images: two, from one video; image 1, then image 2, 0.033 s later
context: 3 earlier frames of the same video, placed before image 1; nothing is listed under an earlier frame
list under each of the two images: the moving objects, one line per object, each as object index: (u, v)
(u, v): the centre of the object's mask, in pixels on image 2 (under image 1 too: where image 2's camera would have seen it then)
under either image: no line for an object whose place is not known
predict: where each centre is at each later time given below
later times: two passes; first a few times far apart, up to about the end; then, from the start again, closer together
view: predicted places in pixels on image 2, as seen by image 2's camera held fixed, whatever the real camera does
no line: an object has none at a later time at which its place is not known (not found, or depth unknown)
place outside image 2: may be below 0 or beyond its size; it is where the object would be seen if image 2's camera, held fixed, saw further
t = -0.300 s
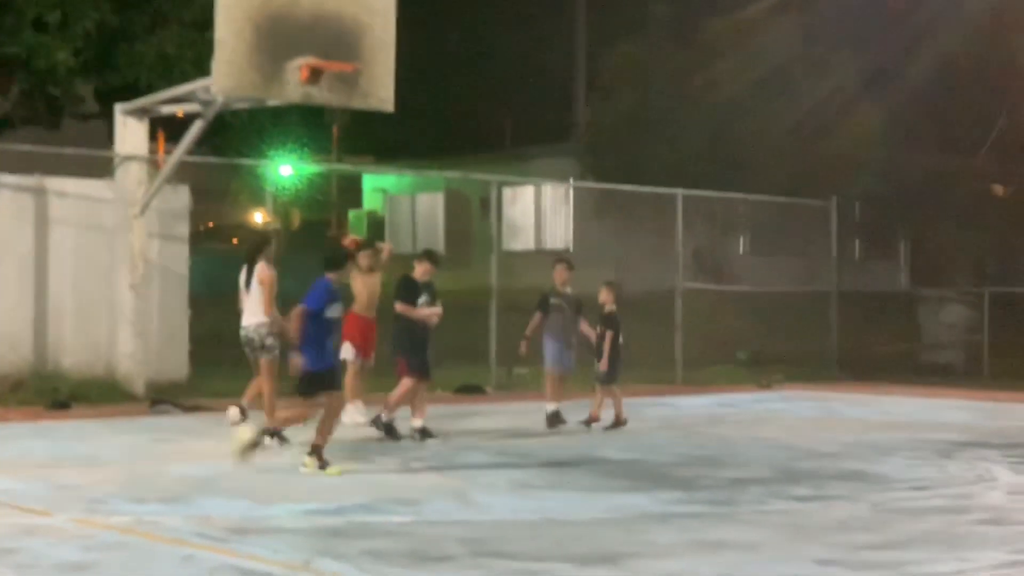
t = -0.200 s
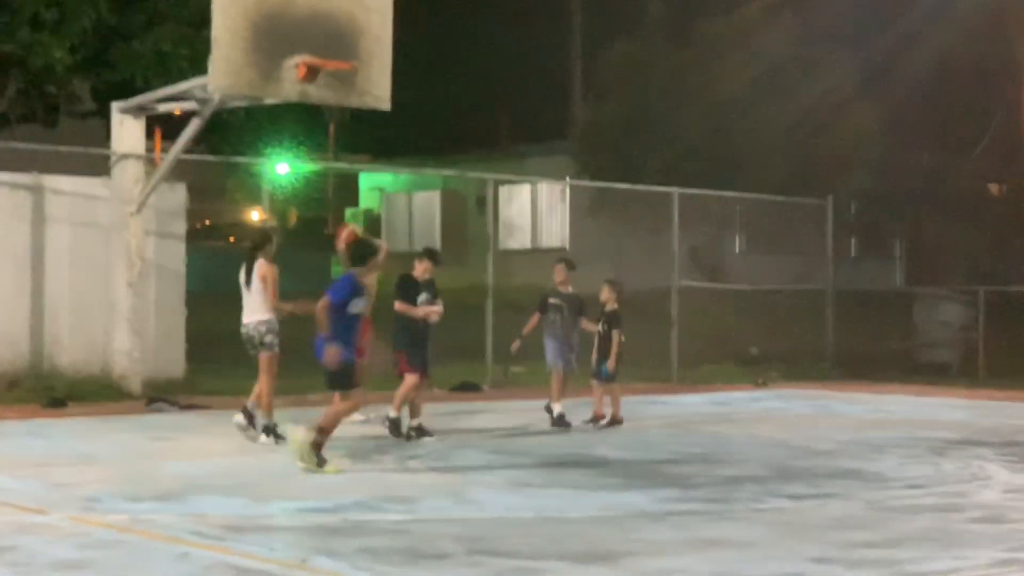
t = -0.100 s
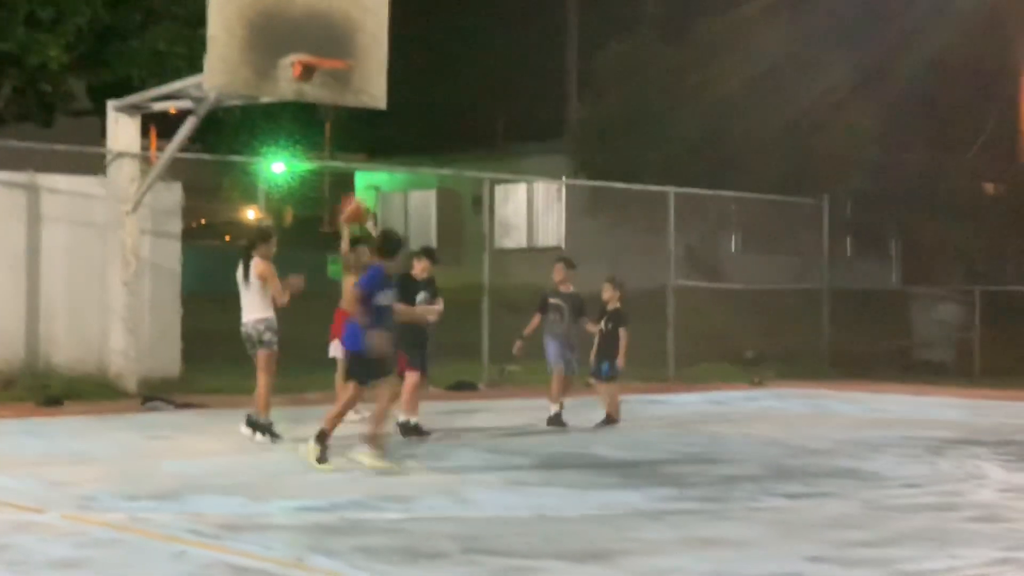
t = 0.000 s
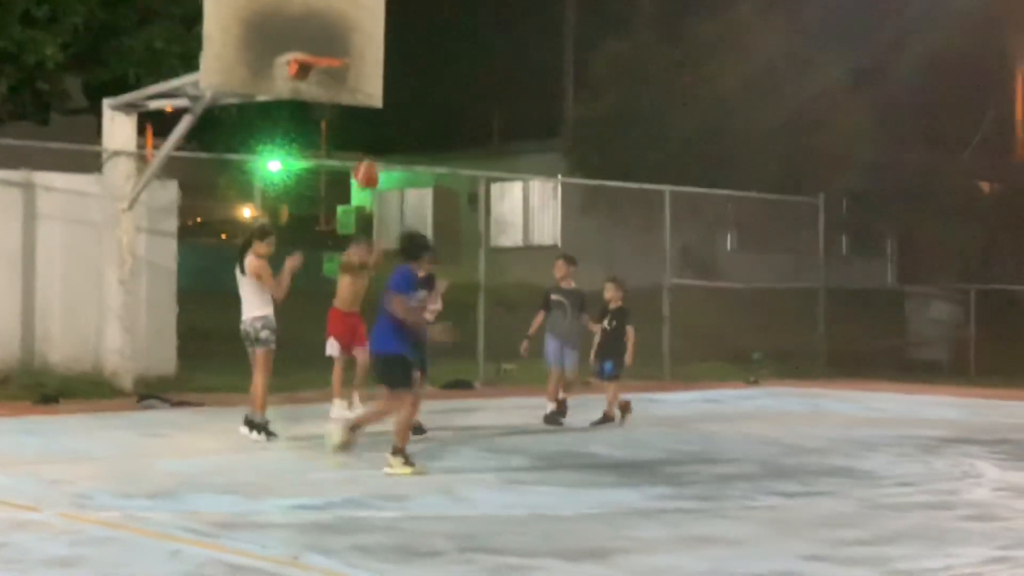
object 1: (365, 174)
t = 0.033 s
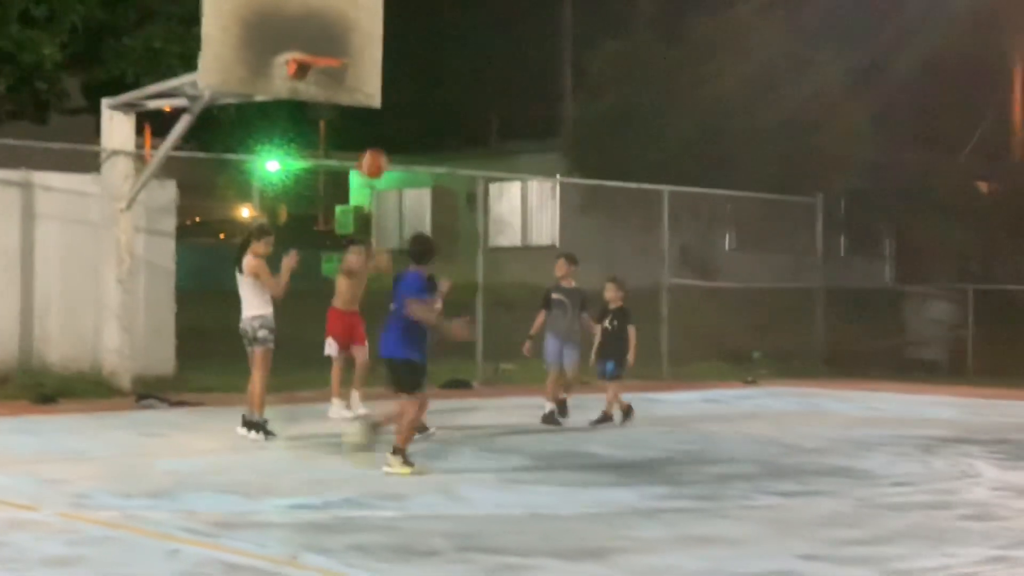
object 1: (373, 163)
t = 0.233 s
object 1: (413, 140)
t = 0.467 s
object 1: (466, 174)
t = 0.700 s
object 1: (526, 301)
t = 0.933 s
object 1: (585, 395)
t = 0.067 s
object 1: (379, 156)
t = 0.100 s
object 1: (385, 150)
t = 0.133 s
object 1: (391, 146)
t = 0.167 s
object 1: (399, 143)
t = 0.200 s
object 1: (406, 141)
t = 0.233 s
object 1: (413, 140)
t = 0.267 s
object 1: (420, 141)
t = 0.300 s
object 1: (428, 142)
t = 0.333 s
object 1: (435, 145)
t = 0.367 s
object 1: (442, 149)
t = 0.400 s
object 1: (450, 155)
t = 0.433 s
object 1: (458, 164)
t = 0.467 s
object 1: (466, 174)
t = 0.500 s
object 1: (474, 187)
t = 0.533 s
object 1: (481, 200)
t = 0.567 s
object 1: (490, 217)
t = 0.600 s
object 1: (499, 233)
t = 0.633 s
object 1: (508, 255)
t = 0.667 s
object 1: (517, 276)
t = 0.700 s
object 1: (526, 301)
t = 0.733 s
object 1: (538, 327)
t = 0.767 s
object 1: (547, 355)
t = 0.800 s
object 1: (558, 388)
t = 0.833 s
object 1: (568, 426)
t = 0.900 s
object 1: (581, 427)
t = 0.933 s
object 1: (585, 395)
